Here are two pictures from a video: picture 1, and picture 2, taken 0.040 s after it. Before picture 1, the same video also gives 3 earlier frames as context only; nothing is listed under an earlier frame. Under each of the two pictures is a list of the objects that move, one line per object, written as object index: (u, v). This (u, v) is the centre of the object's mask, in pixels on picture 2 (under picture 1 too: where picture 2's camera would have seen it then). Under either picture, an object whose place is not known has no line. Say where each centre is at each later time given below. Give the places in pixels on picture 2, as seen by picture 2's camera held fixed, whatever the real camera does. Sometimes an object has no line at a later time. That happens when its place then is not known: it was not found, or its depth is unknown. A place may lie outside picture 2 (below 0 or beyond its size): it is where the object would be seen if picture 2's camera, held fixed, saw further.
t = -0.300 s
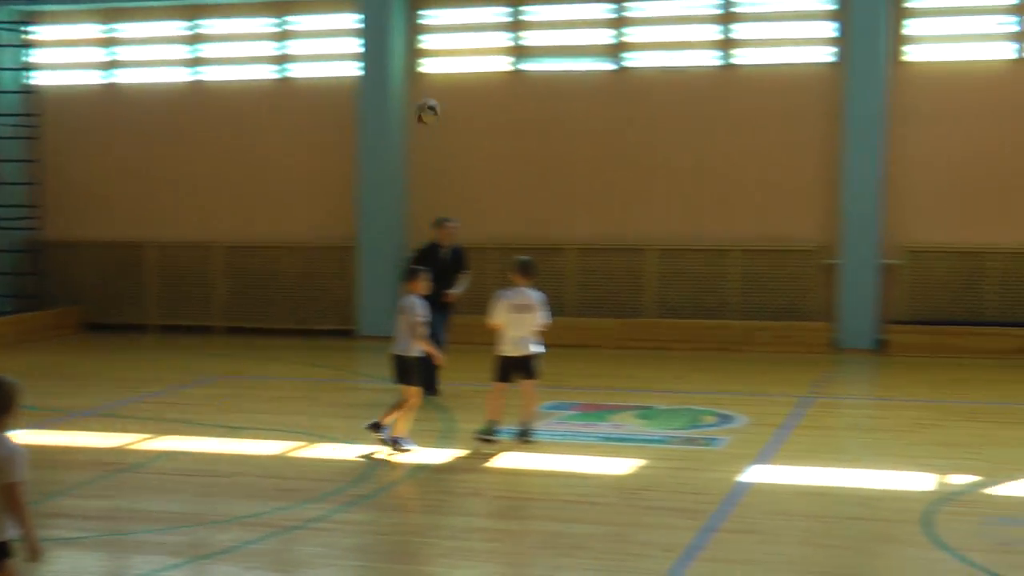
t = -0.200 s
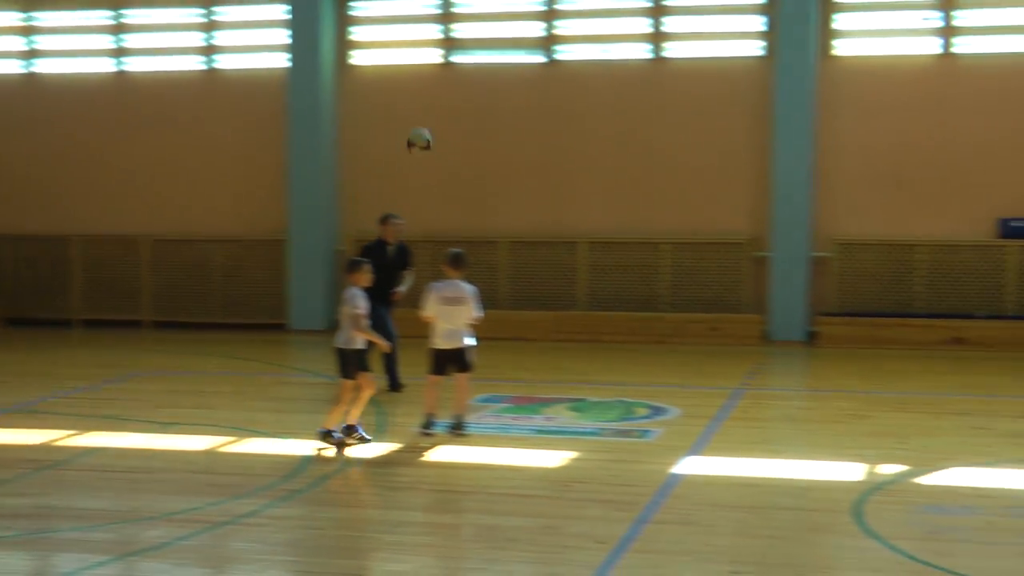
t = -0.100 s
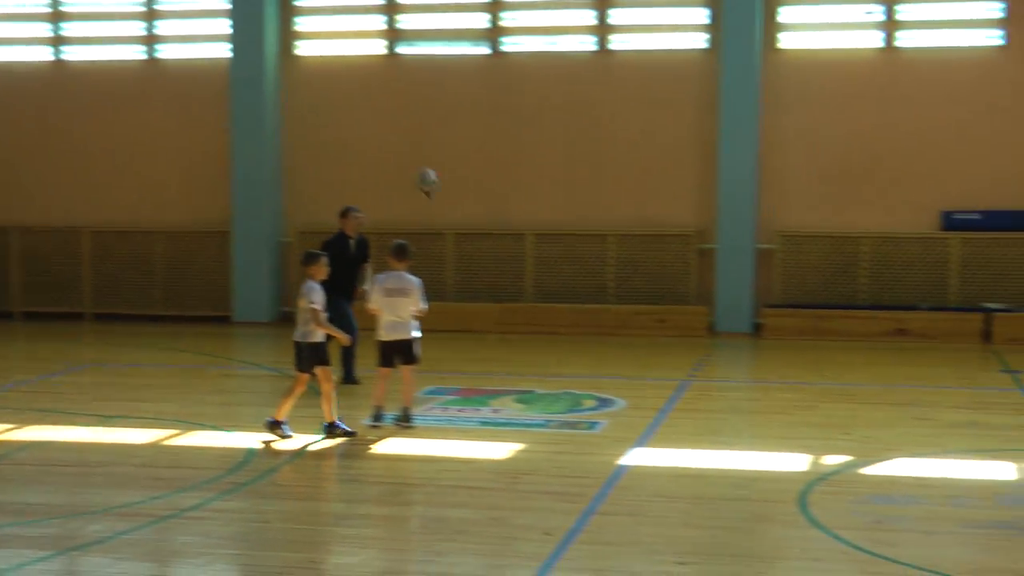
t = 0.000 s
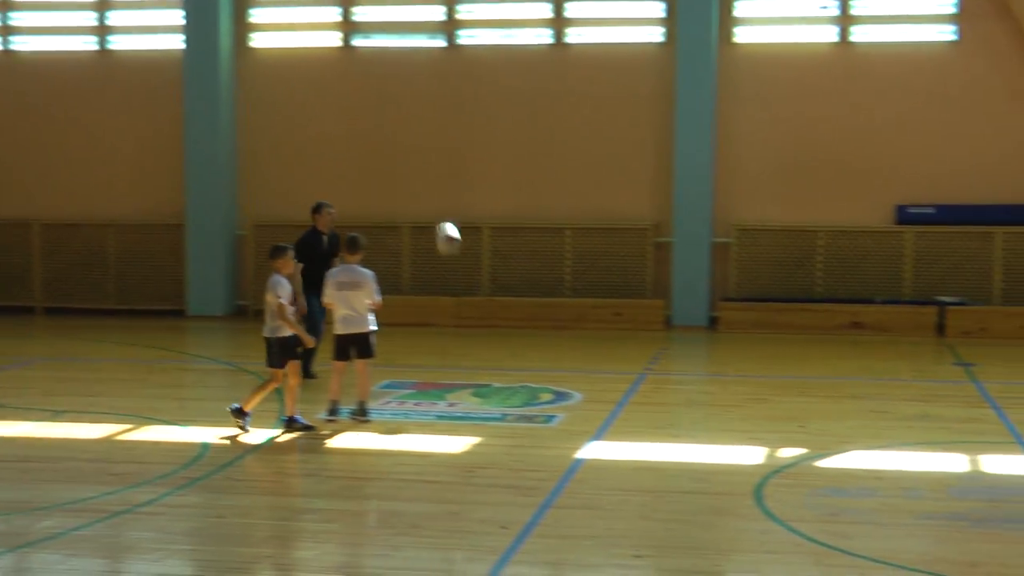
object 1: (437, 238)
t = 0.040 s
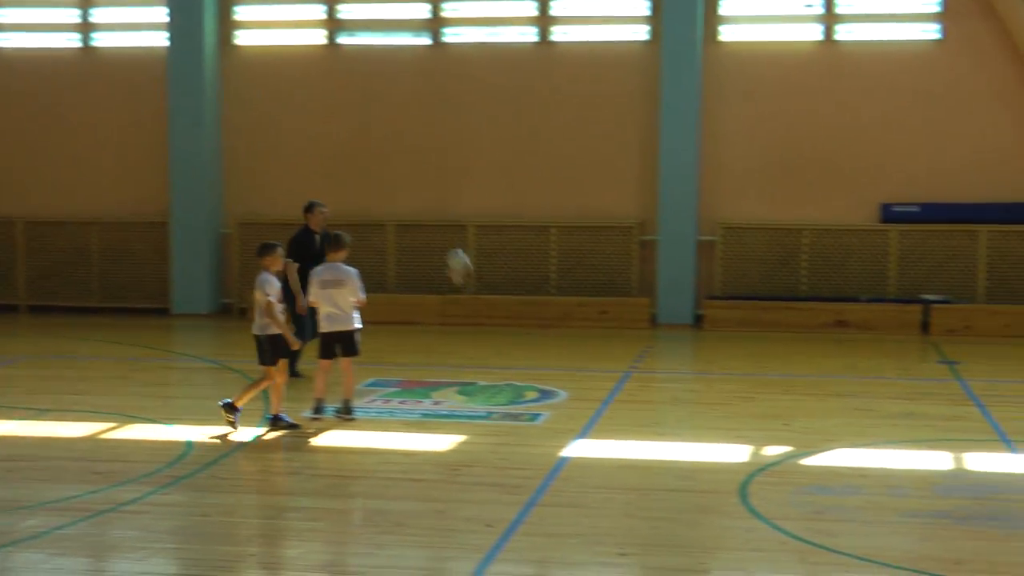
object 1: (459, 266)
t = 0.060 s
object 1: (469, 279)
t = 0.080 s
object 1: (480, 295)
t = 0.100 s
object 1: (492, 309)
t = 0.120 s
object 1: (503, 325)
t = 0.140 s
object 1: (517, 343)
